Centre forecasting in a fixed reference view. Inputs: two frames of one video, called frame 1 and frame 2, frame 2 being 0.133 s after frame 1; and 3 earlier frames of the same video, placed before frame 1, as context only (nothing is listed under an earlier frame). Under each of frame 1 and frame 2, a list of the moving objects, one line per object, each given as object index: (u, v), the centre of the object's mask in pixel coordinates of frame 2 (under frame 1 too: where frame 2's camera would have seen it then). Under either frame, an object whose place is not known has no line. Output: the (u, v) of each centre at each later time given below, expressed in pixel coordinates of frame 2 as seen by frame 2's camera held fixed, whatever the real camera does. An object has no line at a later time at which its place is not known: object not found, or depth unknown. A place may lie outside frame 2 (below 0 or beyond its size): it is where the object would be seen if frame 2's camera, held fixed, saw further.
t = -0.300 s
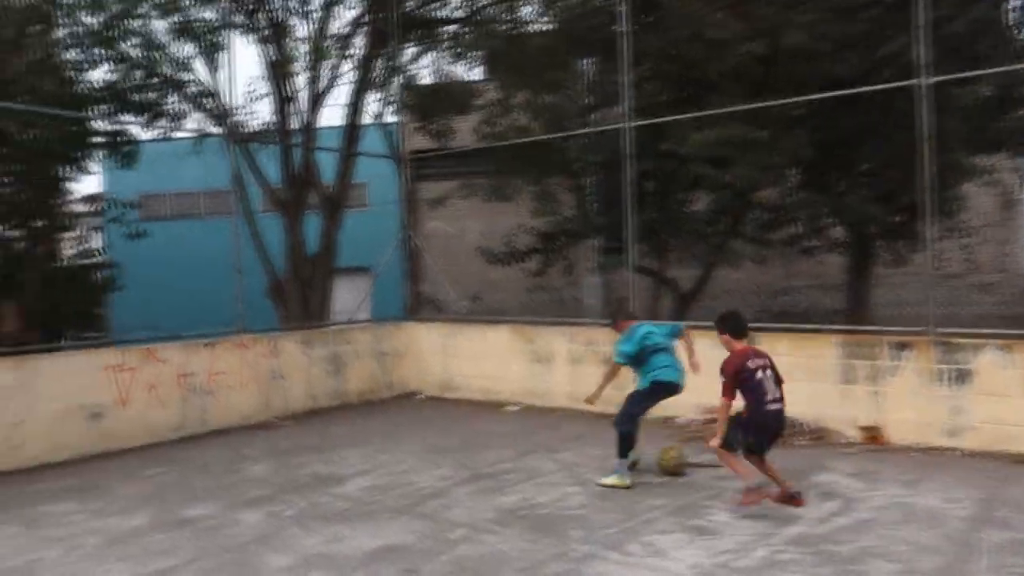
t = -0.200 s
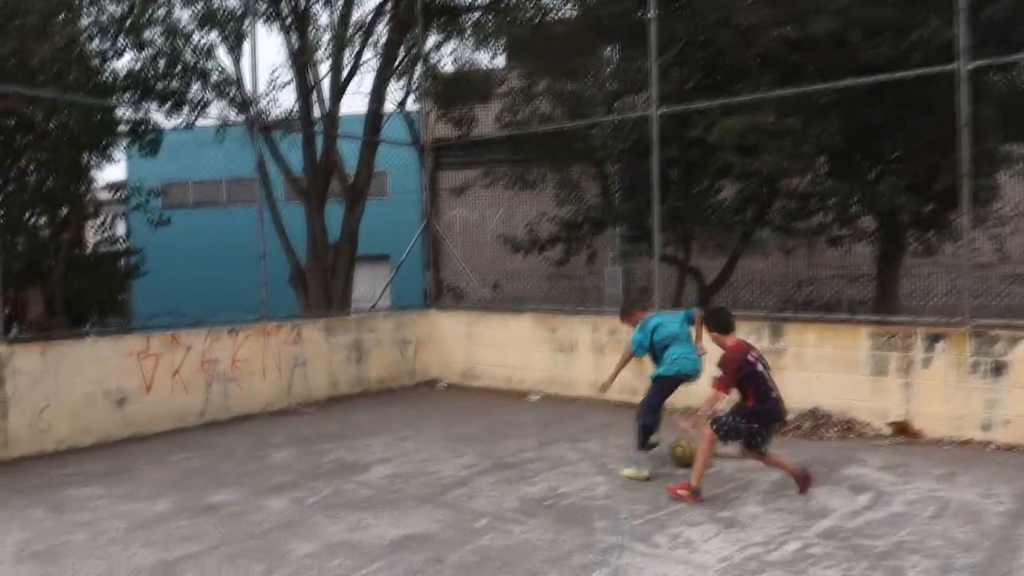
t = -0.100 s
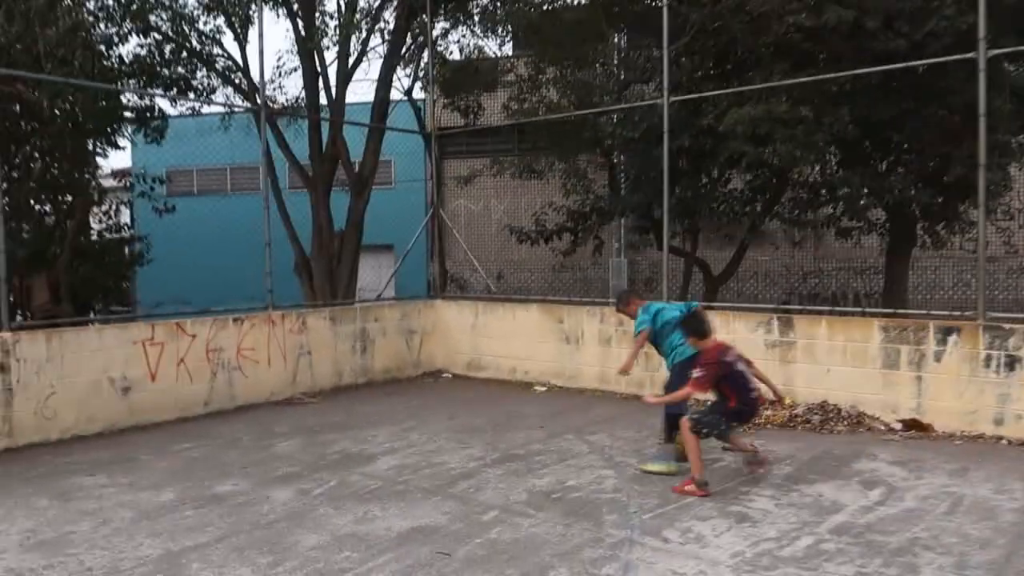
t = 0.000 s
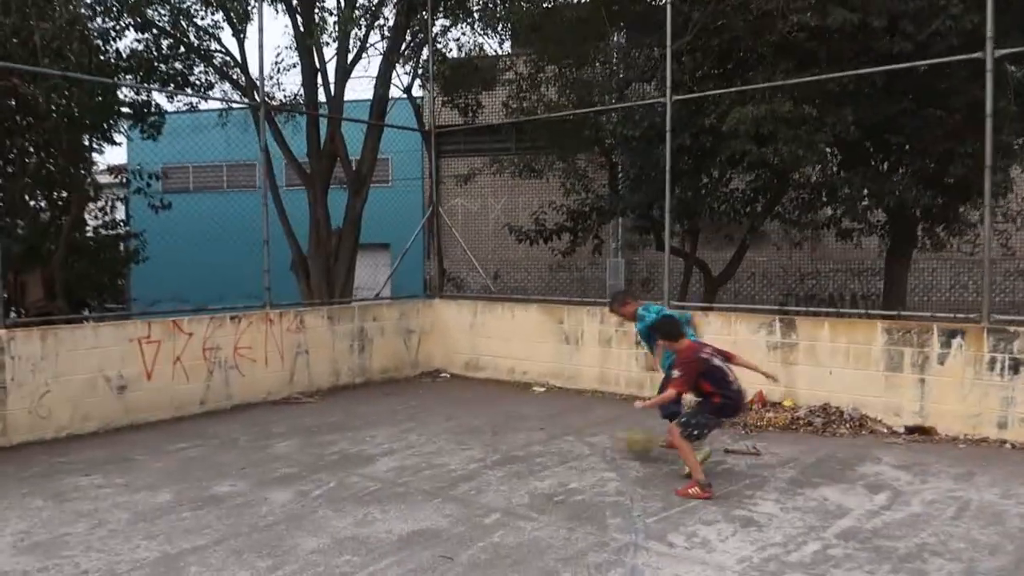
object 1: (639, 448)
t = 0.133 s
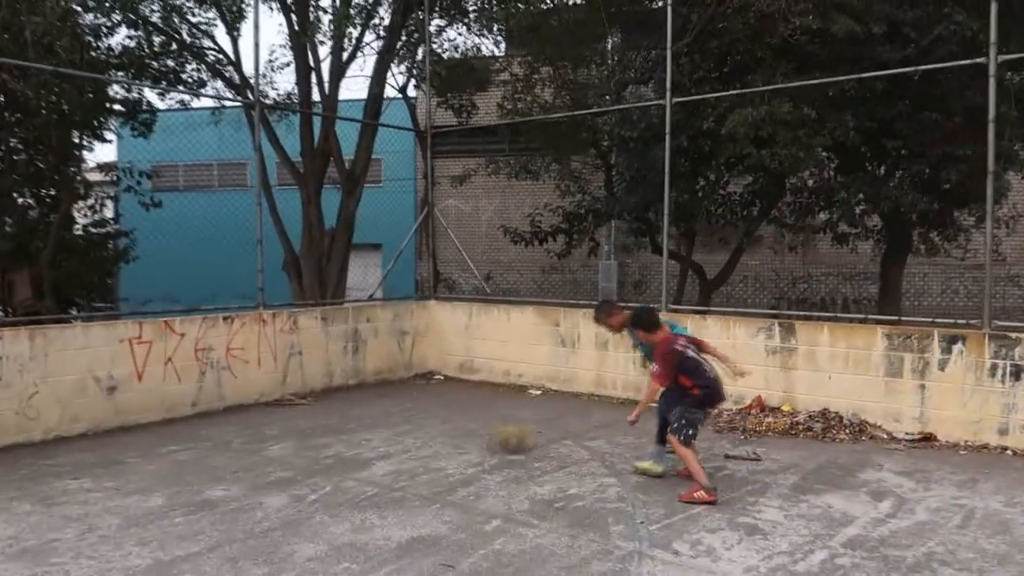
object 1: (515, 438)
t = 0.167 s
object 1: (484, 436)
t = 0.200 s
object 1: (462, 434)
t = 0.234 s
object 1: (441, 432)
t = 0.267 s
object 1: (417, 429)
